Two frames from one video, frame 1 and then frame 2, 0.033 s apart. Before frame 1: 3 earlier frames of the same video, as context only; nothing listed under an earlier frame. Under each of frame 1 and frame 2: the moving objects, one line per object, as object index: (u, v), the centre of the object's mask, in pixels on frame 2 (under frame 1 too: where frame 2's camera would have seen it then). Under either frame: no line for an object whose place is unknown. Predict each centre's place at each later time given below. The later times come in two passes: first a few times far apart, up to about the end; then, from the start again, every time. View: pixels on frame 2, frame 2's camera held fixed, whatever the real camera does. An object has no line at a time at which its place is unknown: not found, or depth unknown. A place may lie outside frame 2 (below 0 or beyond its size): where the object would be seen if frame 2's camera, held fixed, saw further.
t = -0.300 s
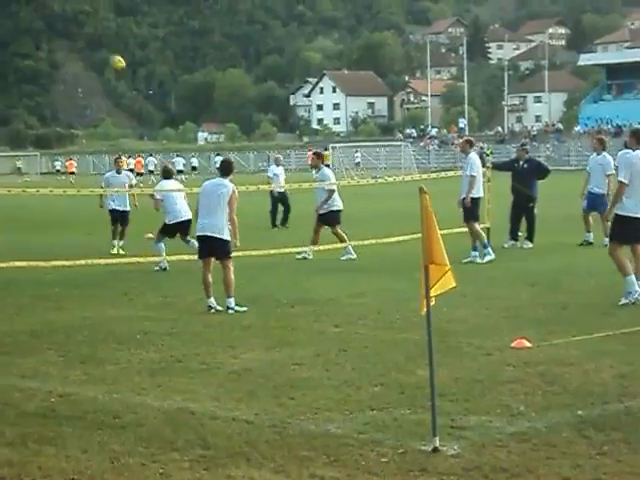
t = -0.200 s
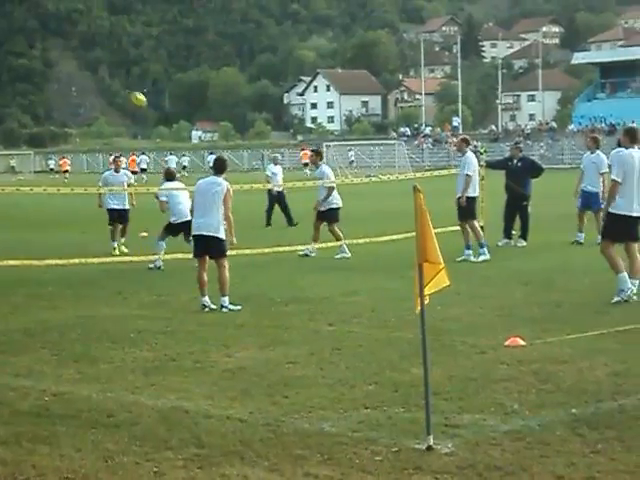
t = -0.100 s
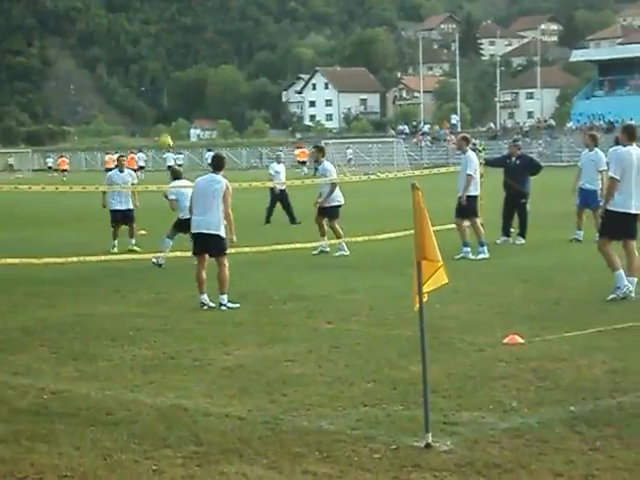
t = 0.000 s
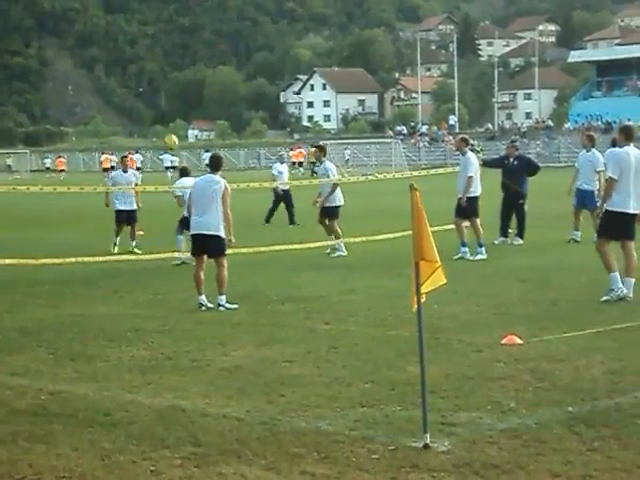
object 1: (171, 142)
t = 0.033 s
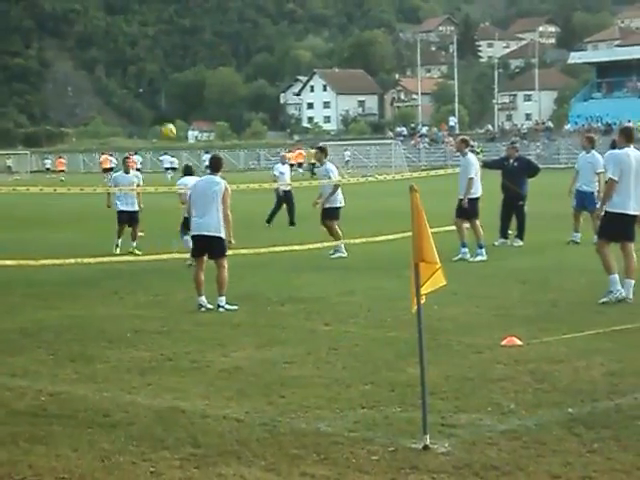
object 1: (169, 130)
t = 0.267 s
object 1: (152, 68)
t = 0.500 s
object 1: (138, 41)
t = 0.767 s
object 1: (126, 52)
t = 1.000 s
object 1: (117, 94)
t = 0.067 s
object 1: (166, 118)
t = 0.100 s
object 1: (163, 108)
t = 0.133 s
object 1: (161, 99)
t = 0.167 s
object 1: (159, 90)
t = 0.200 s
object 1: (157, 82)
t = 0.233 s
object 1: (154, 74)
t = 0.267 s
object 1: (152, 68)
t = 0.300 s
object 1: (150, 61)
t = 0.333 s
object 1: (148, 56)
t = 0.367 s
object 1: (146, 52)
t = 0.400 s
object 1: (144, 48)
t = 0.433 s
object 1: (142, 45)
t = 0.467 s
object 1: (140, 43)
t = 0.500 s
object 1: (138, 41)
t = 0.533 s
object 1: (137, 40)
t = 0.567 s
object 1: (136, 40)
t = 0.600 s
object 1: (134, 41)
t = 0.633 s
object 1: (132, 42)
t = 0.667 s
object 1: (130, 43)
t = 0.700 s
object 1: (129, 46)
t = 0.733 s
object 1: (128, 48)
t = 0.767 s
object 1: (126, 52)
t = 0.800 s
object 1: (124, 56)
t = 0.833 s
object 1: (123, 62)
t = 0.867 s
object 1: (122, 67)
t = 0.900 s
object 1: (120, 73)
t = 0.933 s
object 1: (119, 79)
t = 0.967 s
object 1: (118, 87)
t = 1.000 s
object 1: (117, 94)
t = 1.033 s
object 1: (116, 103)
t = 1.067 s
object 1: (115, 112)
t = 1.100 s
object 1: (113, 121)
